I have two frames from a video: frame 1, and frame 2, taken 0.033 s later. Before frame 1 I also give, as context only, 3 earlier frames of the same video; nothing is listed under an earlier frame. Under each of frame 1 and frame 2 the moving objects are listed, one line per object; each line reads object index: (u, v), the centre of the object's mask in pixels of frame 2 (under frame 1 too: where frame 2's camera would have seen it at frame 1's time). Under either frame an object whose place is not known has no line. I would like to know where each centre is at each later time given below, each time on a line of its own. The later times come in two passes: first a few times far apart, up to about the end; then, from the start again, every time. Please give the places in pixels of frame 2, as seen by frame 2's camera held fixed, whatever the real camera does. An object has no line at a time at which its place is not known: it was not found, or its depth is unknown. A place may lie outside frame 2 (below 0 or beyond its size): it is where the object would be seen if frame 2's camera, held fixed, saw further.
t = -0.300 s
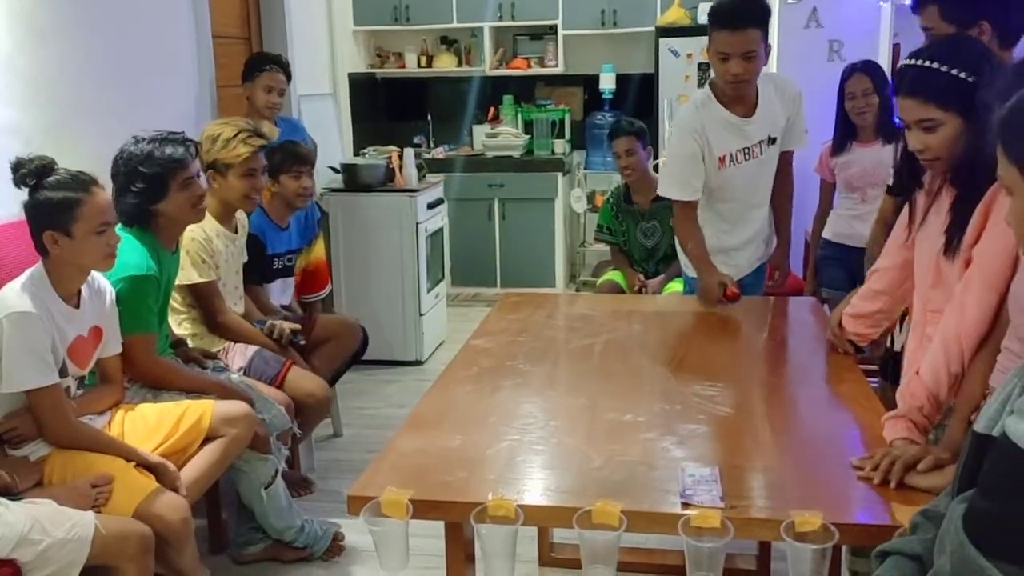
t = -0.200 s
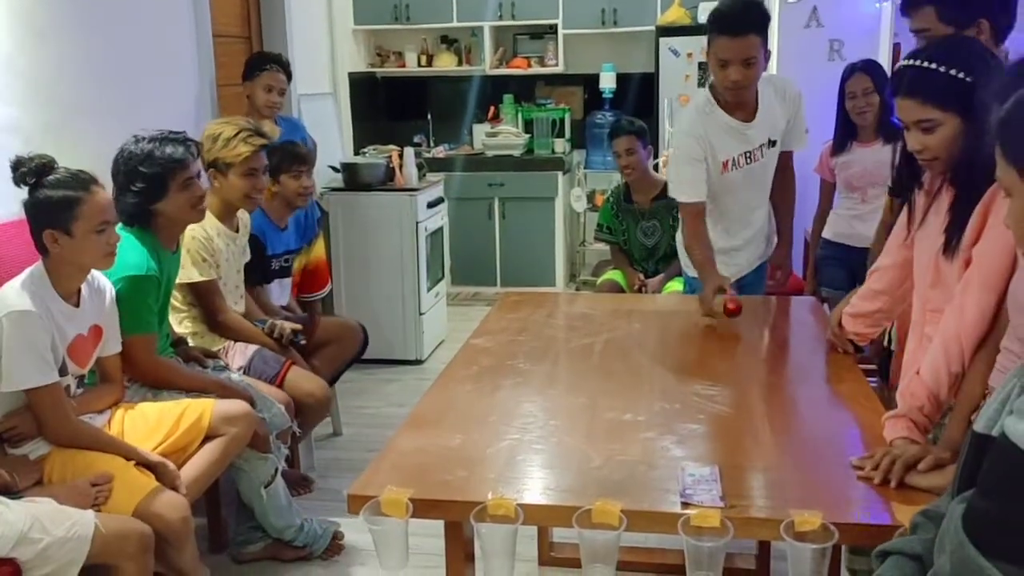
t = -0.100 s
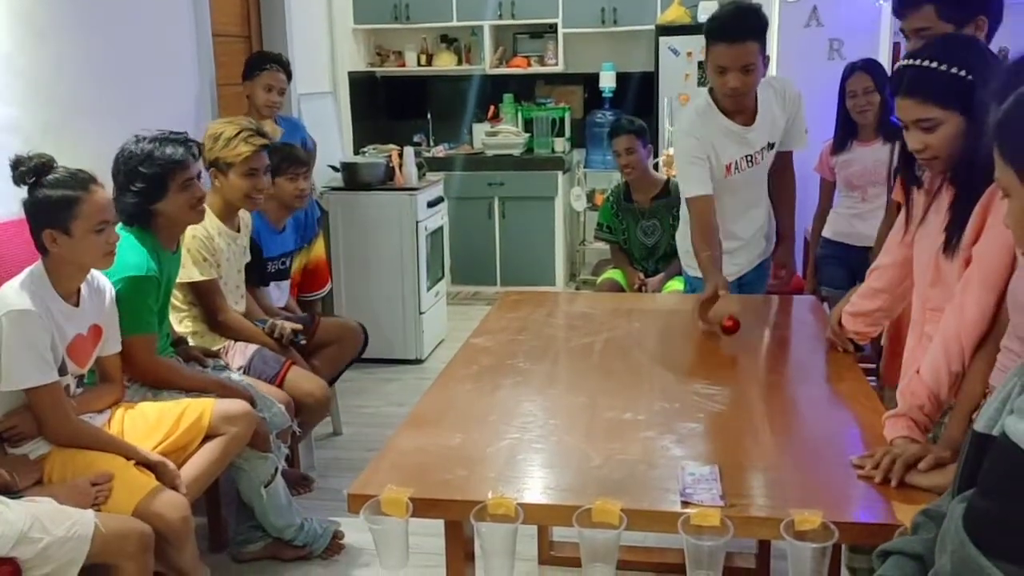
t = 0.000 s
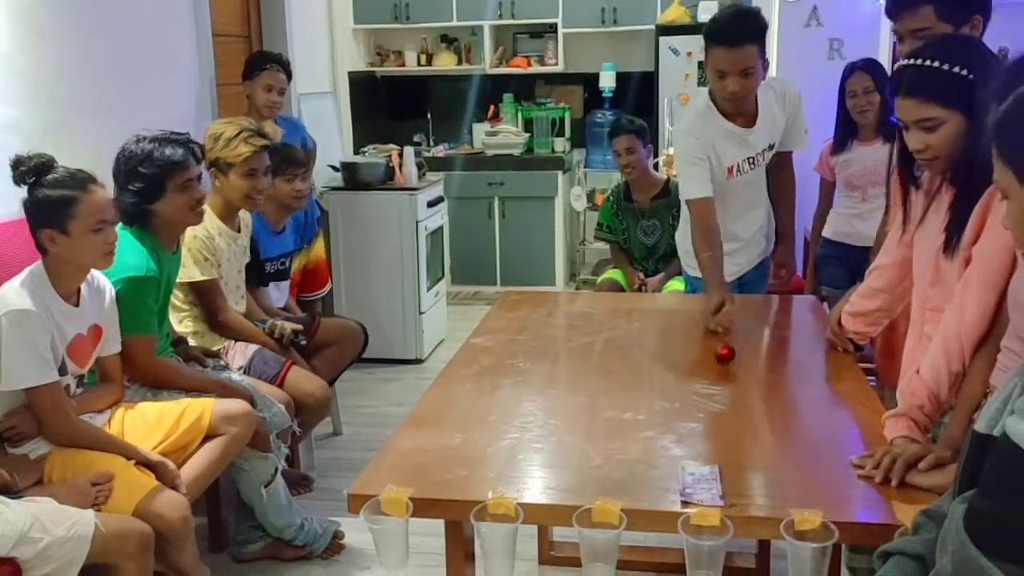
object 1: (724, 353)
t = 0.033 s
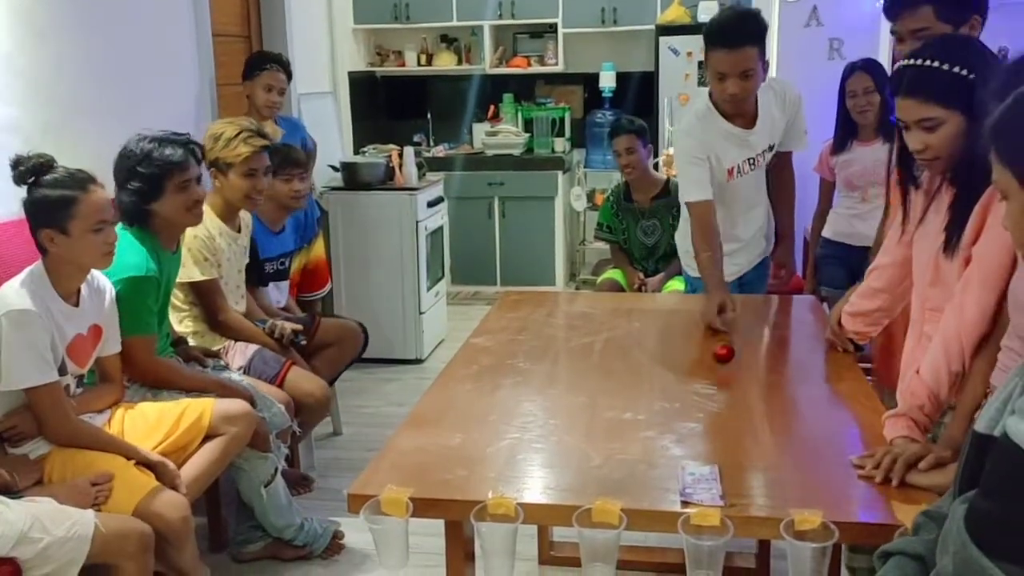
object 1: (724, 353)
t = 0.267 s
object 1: (709, 406)
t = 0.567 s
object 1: (680, 468)
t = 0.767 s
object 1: (648, 511)
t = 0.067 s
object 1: (722, 357)
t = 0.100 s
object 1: (720, 366)
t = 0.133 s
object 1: (717, 380)
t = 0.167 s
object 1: (715, 384)
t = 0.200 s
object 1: (714, 390)
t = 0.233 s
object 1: (711, 402)
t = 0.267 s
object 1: (709, 406)
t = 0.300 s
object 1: (706, 412)
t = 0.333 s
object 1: (704, 423)
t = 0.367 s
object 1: (701, 426)
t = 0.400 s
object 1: (698, 435)
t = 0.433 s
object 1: (695, 440)
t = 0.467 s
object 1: (692, 446)
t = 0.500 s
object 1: (688, 456)
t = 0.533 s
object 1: (684, 462)
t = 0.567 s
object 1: (680, 468)
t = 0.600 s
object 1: (676, 474)
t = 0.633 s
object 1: (671, 480)
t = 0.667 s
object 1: (665, 486)
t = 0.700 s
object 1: (660, 492)
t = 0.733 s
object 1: (654, 498)
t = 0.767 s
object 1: (648, 511)
